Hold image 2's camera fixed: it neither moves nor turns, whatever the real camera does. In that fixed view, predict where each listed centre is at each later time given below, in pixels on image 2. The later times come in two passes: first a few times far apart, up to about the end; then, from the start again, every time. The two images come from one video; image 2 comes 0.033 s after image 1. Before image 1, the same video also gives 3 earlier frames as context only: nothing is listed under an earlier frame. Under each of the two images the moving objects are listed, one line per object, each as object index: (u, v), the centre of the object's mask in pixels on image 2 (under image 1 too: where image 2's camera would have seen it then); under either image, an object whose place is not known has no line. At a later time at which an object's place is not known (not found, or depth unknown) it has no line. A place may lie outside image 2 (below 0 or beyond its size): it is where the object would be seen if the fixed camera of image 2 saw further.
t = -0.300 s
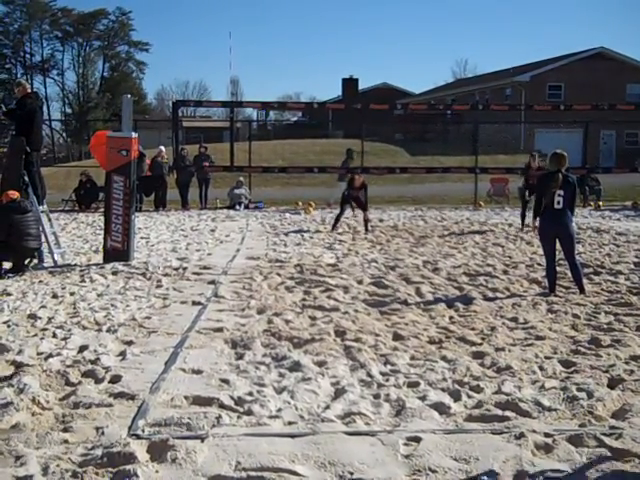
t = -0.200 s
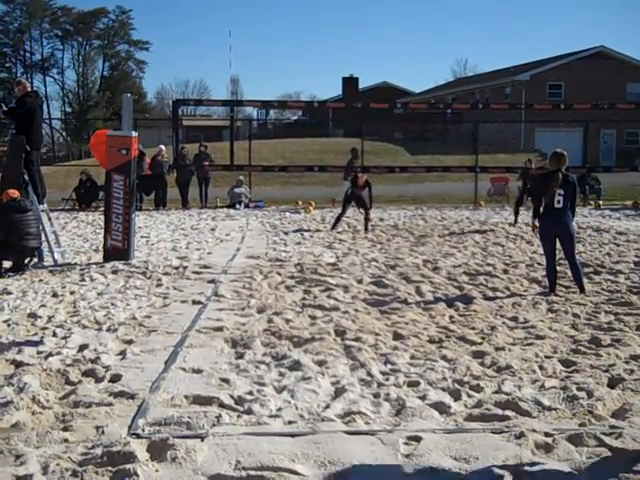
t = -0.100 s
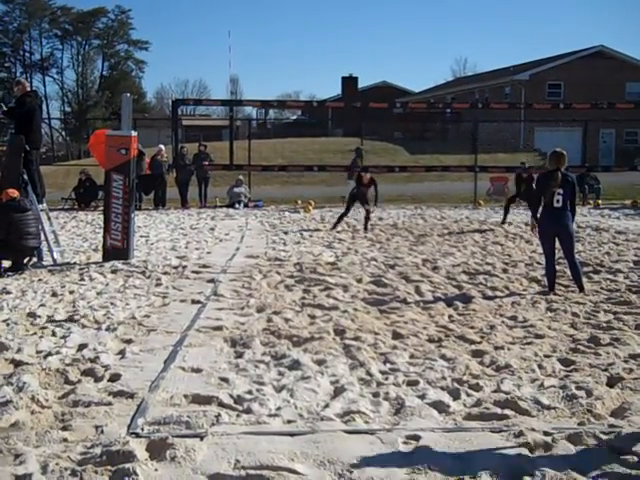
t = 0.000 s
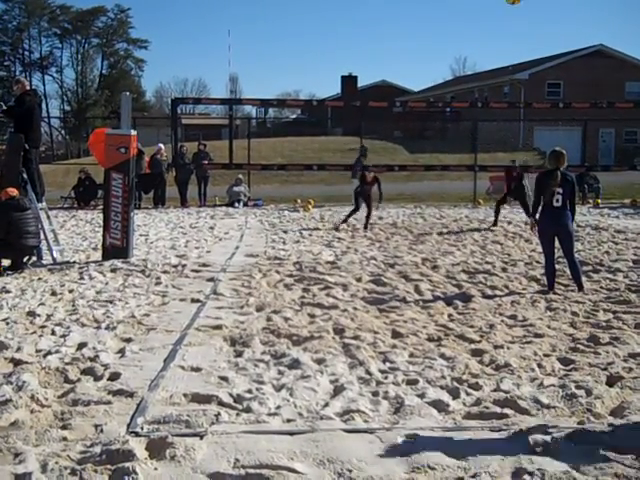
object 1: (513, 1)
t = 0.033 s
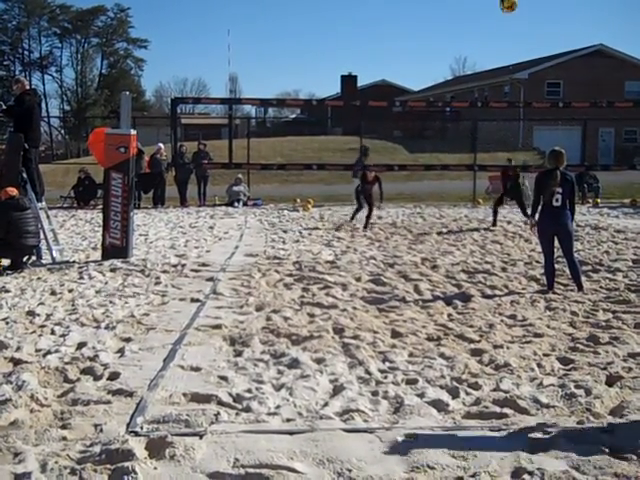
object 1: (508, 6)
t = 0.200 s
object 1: (486, 53)
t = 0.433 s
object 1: (464, 129)
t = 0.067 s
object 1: (504, 13)
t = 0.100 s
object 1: (499, 23)
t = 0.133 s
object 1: (494, 33)
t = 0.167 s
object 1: (490, 43)
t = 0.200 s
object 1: (486, 53)
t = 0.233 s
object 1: (482, 63)
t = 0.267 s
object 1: (479, 74)
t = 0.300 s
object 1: (475, 85)
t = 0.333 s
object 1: (472, 94)
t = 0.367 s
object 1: (469, 111)
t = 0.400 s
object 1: (467, 118)
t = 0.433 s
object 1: (464, 129)
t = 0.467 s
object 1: (461, 141)
